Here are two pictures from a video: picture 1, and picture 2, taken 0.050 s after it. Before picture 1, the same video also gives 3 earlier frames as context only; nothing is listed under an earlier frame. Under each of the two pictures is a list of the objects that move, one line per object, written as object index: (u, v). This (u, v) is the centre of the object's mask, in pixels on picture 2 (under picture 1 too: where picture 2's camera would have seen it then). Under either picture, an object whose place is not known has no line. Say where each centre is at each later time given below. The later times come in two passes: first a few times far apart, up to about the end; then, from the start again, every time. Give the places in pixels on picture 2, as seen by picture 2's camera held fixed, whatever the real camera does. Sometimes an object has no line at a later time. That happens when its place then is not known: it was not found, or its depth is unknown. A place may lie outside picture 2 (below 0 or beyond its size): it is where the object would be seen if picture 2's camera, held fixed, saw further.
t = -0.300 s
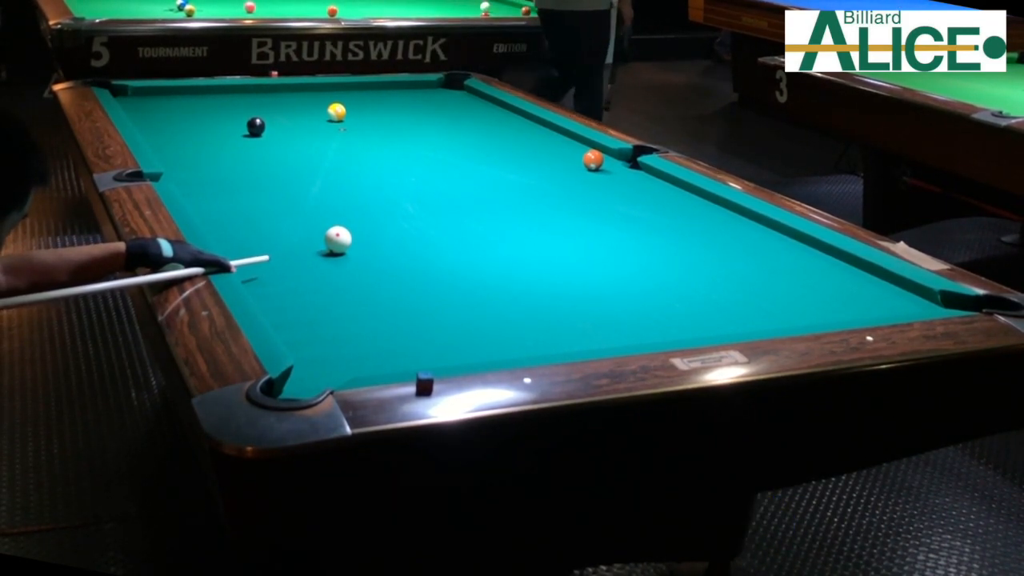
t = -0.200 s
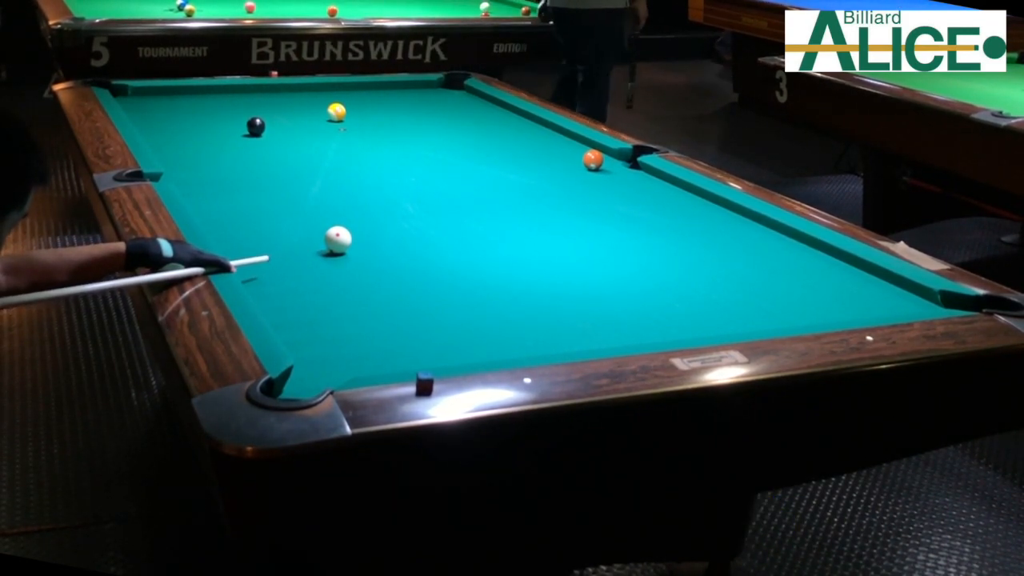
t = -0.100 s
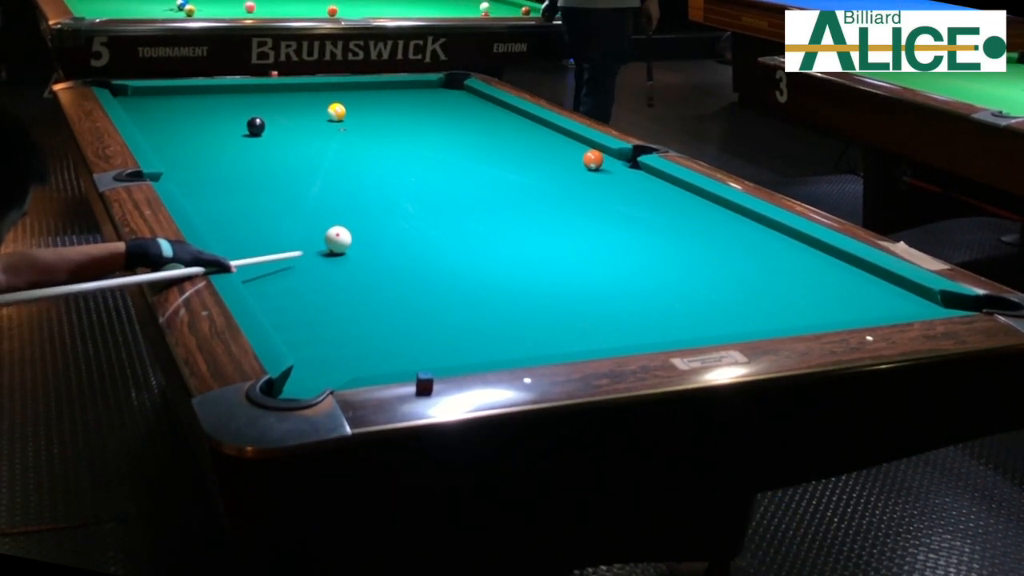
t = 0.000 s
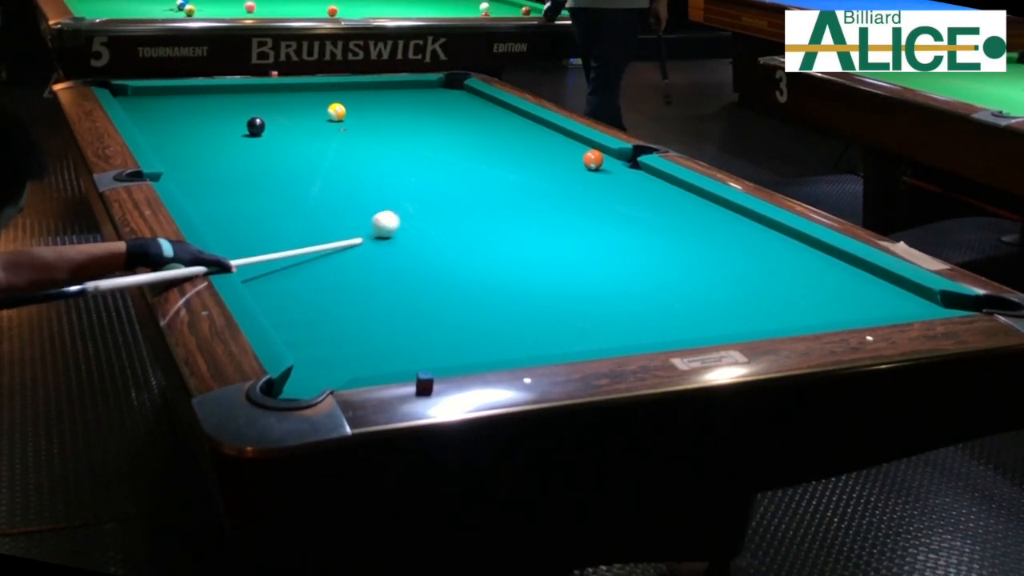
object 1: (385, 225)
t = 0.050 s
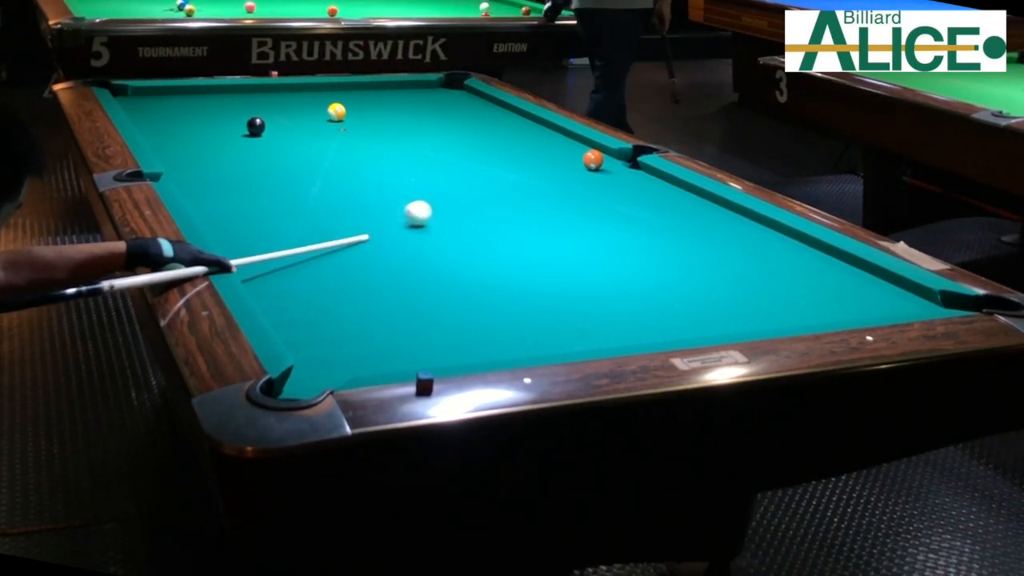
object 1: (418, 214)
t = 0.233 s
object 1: (506, 185)
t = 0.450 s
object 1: (567, 164)
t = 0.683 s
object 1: (569, 154)
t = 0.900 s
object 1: (566, 145)
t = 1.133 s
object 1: (563, 137)
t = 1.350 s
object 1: (556, 131)
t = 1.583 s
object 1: (539, 127)
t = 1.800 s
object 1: (525, 123)
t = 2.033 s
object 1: (511, 119)
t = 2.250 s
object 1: (500, 116)
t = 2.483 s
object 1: (489, 113)
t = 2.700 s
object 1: (480, 111)
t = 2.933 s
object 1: (471, 108)
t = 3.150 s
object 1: (464, 106)
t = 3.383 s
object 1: (457, 104)
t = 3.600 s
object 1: (451, 102)
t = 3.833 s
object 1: (446, 101)
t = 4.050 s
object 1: (442, 99)
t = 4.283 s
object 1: (439, 98)
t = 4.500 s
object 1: (437, 97)
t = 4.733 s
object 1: (436, 97)
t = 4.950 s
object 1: (435, 96)
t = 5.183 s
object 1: (434, 96)
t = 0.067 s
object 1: (428, 211)
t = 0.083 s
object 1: (437, 207)
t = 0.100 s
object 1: (446, 204)
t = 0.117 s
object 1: (455, 201)
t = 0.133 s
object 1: (463, 199)
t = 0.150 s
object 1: (471, 196)
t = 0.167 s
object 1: (479, 194)
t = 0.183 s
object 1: (486, 191)
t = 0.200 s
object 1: (493, 189)
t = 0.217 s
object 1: (500, 187)
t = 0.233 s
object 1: (506, 185)
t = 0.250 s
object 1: (512, 183)
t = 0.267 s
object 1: (518, 180)
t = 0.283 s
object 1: (524, 179)
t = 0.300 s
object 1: (529, 177)
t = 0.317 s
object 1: (534, 176)
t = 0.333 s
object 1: (539, 174)
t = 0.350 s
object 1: (543, 172)
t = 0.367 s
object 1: (548, 171)
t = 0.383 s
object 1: (552, 169)
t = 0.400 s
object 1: (556, 168)
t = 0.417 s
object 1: (560, 167)
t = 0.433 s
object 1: (564, 166)
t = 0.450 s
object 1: (567, 164)
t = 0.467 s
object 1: (571, 163)
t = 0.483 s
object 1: (574, 162)
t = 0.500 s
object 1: (574, 161)
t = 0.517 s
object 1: (573, 161)
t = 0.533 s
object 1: (572, 160)
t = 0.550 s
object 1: (571, 160)
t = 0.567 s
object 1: (571, 159)
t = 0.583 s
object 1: (571, 158)
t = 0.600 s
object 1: (571, 157)
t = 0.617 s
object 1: (570, 157)
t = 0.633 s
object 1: (570, 156)
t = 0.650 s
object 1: (569, 155)
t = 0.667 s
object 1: (569, 154)
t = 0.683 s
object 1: (569, 154)
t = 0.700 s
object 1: (569, 153)
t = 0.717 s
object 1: (568, 153)
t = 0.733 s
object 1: (568, 152)
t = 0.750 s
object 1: (568, 151)
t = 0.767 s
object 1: (568, 150)
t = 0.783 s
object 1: (567, 150)
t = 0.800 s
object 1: (567, 149)
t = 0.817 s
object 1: (567, 148)
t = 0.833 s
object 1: (567, 148)
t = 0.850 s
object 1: (566, 147)
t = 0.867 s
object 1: (566, 147)
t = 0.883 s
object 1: (566, 146)
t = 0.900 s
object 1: (566, 145)
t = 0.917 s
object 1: (566, 145)
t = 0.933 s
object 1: (565, 144)
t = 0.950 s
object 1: (565, 143)
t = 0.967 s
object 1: (565, 143)
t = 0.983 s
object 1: (565, 142)
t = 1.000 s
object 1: (565, 142)
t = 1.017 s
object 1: (564, 141)
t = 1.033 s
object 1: (564, 140)
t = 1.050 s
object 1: (564, 140)
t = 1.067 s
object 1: (564, 139)
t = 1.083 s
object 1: (563, 139)
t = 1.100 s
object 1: (563, 138)
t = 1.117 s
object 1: (563, 138)
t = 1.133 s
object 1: (563, 137)
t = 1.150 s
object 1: (563, 136)
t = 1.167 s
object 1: (562, 136)
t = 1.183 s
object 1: (562, 136)
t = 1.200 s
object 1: (562, 135)
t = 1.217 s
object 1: (562, 134)
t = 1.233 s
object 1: (561, 134)
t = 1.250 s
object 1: (561, 133)
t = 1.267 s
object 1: (561, 133)
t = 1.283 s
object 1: (561, 132)
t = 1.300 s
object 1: (560, 132)
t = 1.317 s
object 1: (558, 131)
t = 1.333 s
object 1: (557, 131)
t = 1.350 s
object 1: (556, 131)
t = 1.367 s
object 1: (555, 130)
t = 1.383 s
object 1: (553, 130)
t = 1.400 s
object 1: (552, 130)
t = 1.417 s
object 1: (551, 130)
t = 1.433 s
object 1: (550, 129)
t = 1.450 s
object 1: (548, 129)
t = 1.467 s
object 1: (547, 129)
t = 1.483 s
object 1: (546, 128)
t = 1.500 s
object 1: (545, 128)
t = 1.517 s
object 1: (544, 128)
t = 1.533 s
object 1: (543, 127)
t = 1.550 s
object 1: (541, 127)
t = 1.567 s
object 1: (540, 127)
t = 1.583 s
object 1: (539, 127)
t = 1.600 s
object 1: (538, 126)
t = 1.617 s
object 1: (537, 126)
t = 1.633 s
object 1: (536, 126)
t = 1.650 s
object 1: (535, 125)
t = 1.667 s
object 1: (534, 125)
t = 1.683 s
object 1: (533, 125)
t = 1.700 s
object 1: (532, 125)
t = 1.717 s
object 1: (530, 124)
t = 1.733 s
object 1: (529, 124)
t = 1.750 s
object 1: (528, 123)
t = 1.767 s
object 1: (527, 123)
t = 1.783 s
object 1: (526, 123)
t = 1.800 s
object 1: (525, 123)
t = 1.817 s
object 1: (524, 123)
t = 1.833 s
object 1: (523, 122)
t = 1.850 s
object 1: (522, 122)
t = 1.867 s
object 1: (521, 122)
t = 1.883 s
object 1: (520, 121)
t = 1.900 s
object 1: (519, 121)
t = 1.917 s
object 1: (518, 121)
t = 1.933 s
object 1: (517, 121)
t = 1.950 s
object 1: (516, 121)
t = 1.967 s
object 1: (515, 120)
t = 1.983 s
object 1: (514, 120)
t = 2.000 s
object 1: (513, 120)
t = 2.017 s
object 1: (512, 119)
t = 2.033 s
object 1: (511, 119)
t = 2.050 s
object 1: (510, 119)
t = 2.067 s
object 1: (509, 119)
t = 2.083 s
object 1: (509, 118)
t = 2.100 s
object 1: (508, 118)
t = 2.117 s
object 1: (507, 118)
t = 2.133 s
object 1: (506, 118)
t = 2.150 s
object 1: (505, 117)
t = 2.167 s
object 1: (504, 117)
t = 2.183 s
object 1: (503, 117)
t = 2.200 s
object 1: (503, 117)
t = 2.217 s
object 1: (502, 117)
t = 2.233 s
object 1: (501, 116)
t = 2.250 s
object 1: (500, 116)
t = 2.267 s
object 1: (499, 116)
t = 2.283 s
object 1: (498, 116)
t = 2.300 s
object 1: (497, 115)
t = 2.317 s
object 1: (497, 115)
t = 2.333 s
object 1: (496, 115)
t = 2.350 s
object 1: (495, 115)
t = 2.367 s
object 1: (494, 115)
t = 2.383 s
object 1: (494, 114)
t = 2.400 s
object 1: (493, 114)
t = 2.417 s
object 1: (492, 114)
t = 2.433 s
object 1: (491, 114)
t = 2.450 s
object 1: (490, 113)
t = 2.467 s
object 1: (489, 113)
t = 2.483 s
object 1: (489, 113)
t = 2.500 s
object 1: (488, 113)
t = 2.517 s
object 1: (487, 113)
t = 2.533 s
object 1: (486, 113)
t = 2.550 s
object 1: (486, 112)
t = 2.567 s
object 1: (485, 112)
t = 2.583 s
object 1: (484, 112)
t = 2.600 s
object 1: (484, 112)
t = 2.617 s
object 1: (483, 112)
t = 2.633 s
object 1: (482, 111)
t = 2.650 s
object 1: (482, 111)
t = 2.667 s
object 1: (481, 111)
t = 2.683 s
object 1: (480, 111)
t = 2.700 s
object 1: (480, 111)
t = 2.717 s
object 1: (479, 110)
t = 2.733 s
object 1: (478, 110)
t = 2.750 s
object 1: (477, 110)
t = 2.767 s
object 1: (477, 110)
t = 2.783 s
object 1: (476, 109)
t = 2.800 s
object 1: (476, 109)
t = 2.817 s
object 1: (475, 109)
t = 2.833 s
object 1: (475, 109)
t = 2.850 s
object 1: (474, 109)
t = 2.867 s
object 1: (473, 109)
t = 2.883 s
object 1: (472, 109)
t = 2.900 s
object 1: (472, 108)
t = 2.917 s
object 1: (471, 108)
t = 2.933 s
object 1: (471, 108)
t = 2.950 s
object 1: (470, 108)
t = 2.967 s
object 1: (470, 107)
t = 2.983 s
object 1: (469, 107)
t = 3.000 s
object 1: (468, 107)
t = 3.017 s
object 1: (468, 107)
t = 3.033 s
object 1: (467, 107)
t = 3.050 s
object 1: (467, 107)
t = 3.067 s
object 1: (466, 107)
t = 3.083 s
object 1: (466, 107)
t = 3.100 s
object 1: (465, 106)
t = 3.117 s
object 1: (465, 106)
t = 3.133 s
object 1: (464, 106)
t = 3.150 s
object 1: (464, 106)
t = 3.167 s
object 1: (463, 106)
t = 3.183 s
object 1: (463, 106)
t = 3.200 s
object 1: (462, 105)
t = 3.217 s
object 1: (461, 105)
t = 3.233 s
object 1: (461, 105)
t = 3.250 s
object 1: (460, 105)
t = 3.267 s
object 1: (460, 105)
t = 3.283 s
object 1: (459, 105)
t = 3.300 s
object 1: (459, 104)
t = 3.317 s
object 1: (459, 104)
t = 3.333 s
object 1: (458, 104)
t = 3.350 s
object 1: (457, 104)
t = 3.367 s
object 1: (457, 104)
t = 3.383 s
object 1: (457, 104)
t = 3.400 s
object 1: (456, 104)
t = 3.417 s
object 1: (456, 104)
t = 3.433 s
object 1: (455, 103)
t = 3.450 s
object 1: (455, 103)
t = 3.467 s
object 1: (455, 103)
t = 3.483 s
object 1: (454, 103)
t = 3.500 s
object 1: (454, 103)
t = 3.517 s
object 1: (453, 103)
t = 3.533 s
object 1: (453, 103)
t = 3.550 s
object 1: (453, 103)
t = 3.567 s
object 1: (452, 102)
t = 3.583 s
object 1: (452, 102)
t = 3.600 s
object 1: (451, 102)
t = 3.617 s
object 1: (451, 102)
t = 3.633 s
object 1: (450, 102)
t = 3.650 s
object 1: (450, 102)
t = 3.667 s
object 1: (450, 102)
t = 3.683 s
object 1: (449, 102)
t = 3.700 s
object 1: (449, 102)
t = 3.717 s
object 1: (449, 101)
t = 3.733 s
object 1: (448, 101)
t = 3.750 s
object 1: (448, 101)
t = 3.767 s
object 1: (447, 101)
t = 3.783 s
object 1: (447, 101)
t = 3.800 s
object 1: (447, 101)
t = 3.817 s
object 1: (447, 101)
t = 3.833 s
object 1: (446, 101)
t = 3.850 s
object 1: (446, 100)
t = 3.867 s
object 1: (446, 100)
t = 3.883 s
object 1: (445, 100)
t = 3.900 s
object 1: (445, 100)
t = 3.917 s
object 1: (445, 100)
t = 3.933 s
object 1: (444, 100)
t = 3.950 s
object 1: (444, 100)
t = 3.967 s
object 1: (444, 100)
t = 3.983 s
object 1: (444, 100)
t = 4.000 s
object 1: (443, 100)
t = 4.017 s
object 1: (443, 99)
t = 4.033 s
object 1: (443, 99)
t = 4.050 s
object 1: (442, 99)
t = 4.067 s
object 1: (442, 99)
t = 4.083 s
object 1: (442, 99)
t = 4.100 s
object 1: (442, 99)
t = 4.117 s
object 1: (442, 99)
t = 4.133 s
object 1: (441, 99)
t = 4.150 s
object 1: (441, 99)
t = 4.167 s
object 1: (441, 99)
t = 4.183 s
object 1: (440, 99)
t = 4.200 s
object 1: (440, 99)
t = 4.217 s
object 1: (440, 99)
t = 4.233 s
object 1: (440, 98)
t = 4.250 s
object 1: (440, 98)
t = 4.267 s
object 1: (439, 98)
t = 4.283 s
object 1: (439, 98)
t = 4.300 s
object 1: (439, 98)
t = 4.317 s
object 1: (439, 98)
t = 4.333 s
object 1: (439, 98)
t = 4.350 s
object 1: (438, 98)
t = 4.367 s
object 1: (438, 98)
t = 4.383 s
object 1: (438, 98)
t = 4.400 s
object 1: (438, 98)
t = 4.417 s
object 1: (438, 98)
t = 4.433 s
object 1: (438, 98)
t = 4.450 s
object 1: (437, 98)
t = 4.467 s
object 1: (437, 98)
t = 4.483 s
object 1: (437, 97)
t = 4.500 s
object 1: (437, 97)
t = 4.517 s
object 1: (437, 97)
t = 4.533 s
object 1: (437, 97)
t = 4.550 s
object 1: (437, 97)
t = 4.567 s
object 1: (436, 97)
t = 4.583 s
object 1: (436, 97)
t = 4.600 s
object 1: (436, 97)
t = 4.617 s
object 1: (436, 97)
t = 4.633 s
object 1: (436, 97)
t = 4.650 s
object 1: (436, 97)
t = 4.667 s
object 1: (436, 97)
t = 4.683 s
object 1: (436, 97)
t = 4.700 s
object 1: (436, 97)
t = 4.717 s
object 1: (436, 97)
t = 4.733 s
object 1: (436, 97)
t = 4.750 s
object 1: (435, 96)
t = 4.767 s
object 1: (435, 96)
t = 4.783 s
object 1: (435, 97)
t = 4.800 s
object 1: (435, 96)
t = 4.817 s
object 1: (435, 97)
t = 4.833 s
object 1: (435, 96)
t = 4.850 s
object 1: (435, 96)
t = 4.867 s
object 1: (435, 96)
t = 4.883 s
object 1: (435, 96)
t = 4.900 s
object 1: (435, 96)
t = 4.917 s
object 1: (435, 96)
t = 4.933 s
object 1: (435, 96)
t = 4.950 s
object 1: (435, 96)
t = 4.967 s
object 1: (435, 96)
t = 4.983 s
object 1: (435, 96)
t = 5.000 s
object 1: (435, 96)
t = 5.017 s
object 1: (434, 96)
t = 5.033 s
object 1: (434, 96)
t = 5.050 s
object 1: (434, 96)
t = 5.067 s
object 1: (434, 96)
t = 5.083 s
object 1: (434, 96)
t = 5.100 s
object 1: (435, 96)
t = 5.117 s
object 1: (434, 96)
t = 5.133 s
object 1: (434, 96)
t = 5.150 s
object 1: (434, 96)
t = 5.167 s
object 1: (434, 96)
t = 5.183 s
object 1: (434, 96)
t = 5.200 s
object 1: (434, 96)
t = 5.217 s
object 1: (434, 96)
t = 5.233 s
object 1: (434, 96)
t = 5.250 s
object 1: (434, 96)
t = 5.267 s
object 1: (434, 96)
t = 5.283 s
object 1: (434, 96)
